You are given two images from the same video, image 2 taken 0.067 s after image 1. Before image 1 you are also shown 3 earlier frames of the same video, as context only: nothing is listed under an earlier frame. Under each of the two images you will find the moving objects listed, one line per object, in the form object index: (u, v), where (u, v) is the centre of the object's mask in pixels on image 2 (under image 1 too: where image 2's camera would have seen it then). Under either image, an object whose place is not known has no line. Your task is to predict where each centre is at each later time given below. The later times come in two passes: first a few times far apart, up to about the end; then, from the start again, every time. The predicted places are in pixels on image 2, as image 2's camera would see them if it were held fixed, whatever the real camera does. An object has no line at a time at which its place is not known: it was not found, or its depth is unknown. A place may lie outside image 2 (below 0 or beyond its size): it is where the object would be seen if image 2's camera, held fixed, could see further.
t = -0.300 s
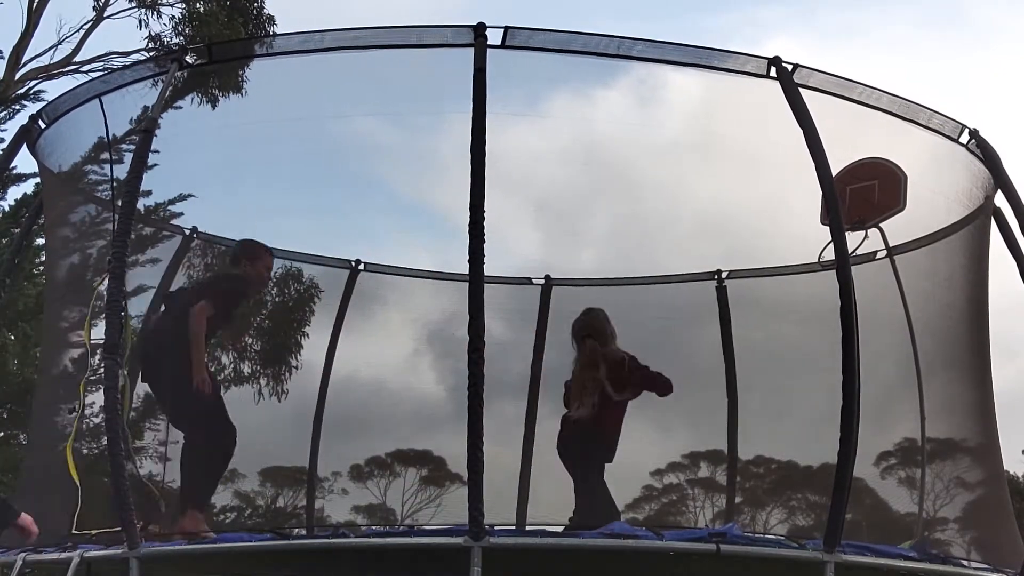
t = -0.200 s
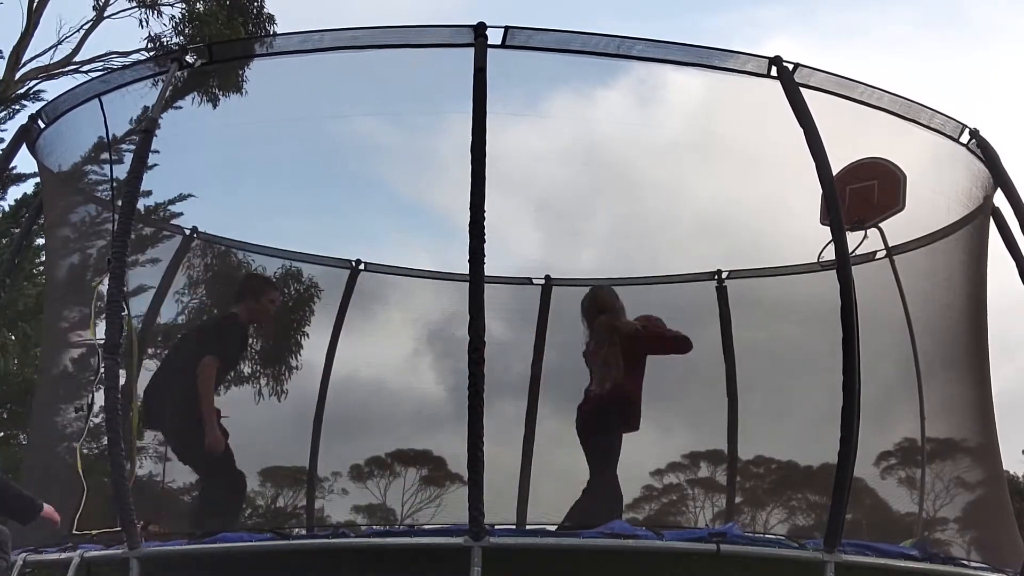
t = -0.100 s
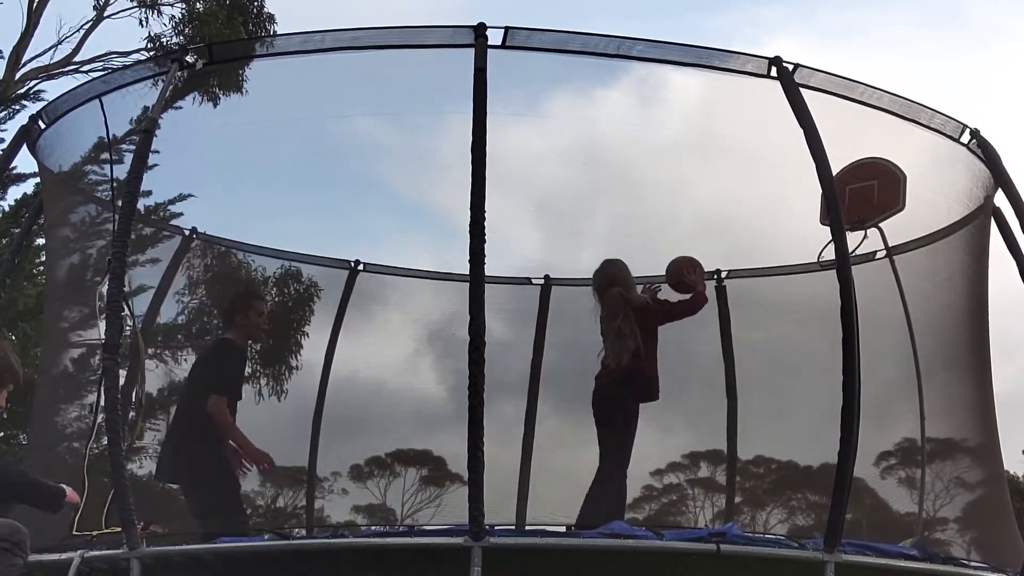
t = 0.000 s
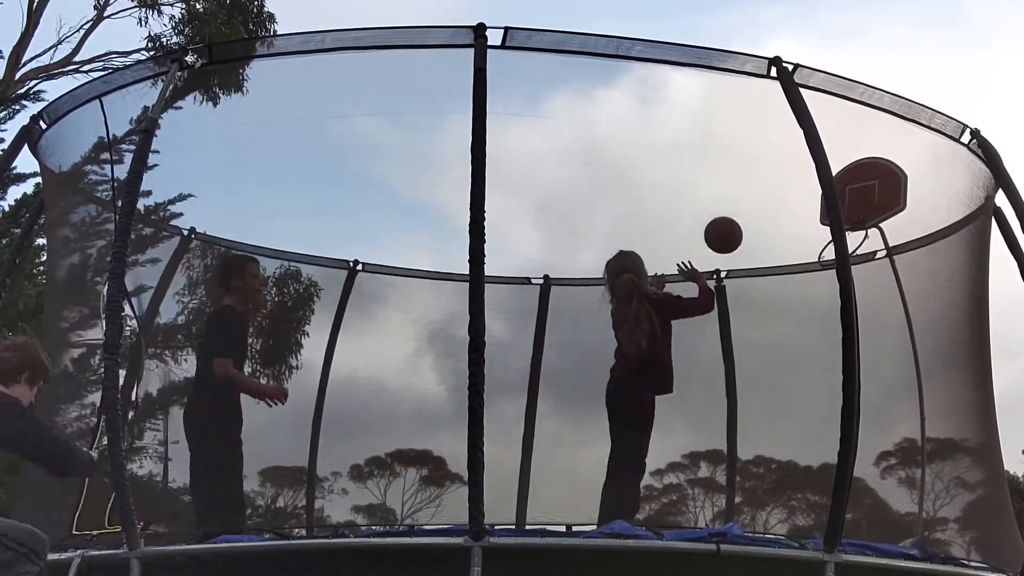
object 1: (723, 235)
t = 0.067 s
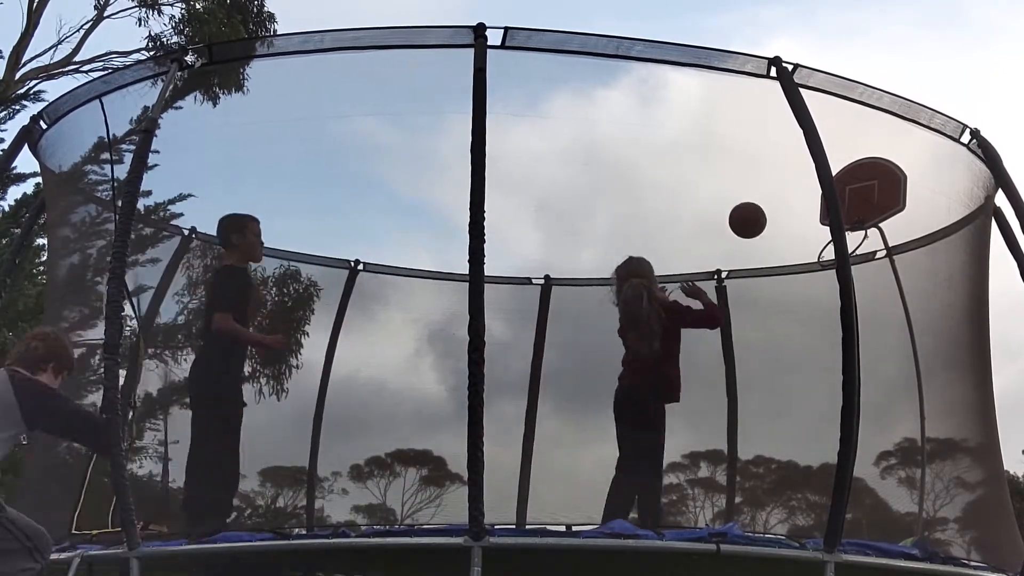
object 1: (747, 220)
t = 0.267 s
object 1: (814, 226)
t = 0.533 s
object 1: (828, 250)
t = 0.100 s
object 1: (759, 216)
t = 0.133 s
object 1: (771, 214)
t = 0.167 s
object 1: (782, 214)
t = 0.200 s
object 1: (793, 216)
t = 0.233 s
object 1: (804, 220)
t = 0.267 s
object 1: (814, 226)
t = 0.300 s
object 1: (821, 235)
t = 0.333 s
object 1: (828, 245)
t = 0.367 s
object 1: (829, 247)
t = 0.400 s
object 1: (828, 245)
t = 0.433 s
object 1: (827, 244)
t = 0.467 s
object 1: (827, 245)
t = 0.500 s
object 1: (827, 248)
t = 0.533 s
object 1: (828, 250)
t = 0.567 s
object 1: (833, 252)
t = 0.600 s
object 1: (831, 261)
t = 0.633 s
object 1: (832, 270)
